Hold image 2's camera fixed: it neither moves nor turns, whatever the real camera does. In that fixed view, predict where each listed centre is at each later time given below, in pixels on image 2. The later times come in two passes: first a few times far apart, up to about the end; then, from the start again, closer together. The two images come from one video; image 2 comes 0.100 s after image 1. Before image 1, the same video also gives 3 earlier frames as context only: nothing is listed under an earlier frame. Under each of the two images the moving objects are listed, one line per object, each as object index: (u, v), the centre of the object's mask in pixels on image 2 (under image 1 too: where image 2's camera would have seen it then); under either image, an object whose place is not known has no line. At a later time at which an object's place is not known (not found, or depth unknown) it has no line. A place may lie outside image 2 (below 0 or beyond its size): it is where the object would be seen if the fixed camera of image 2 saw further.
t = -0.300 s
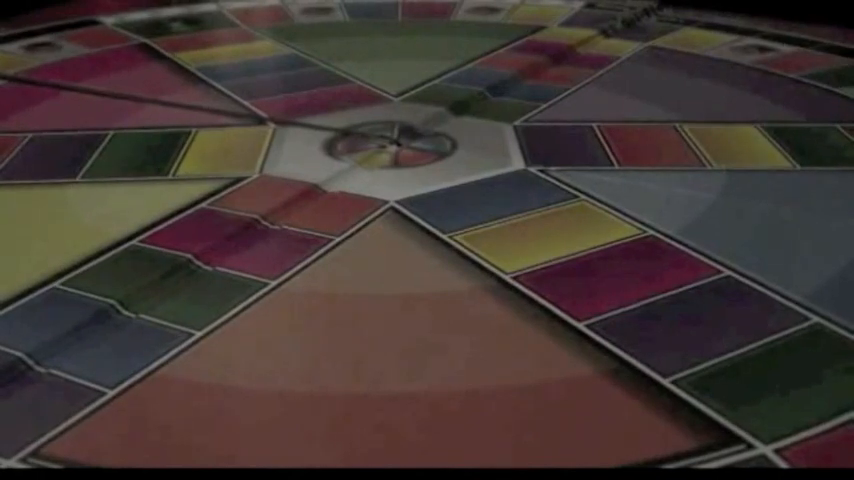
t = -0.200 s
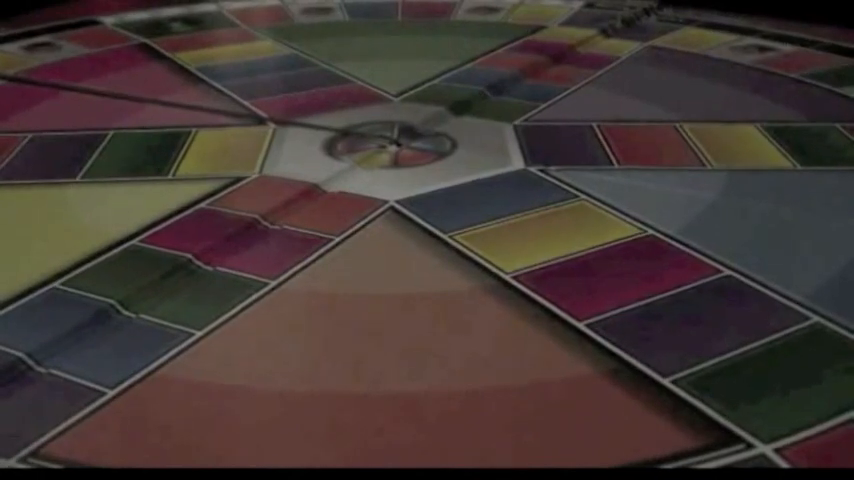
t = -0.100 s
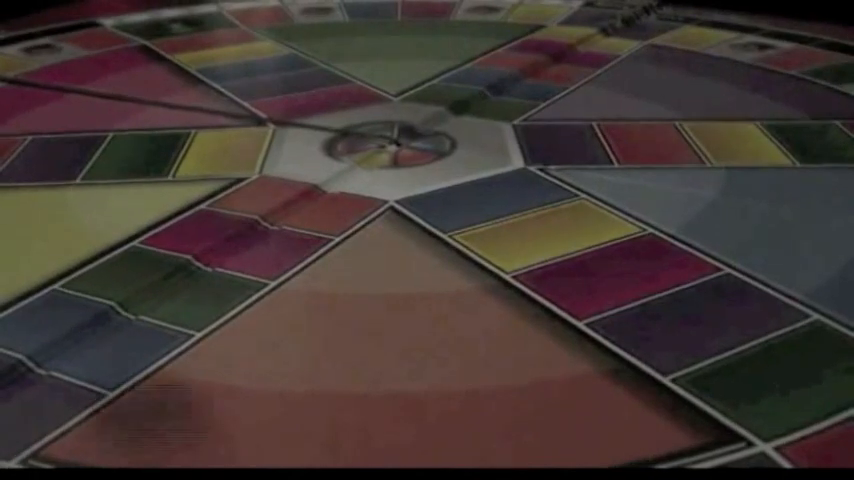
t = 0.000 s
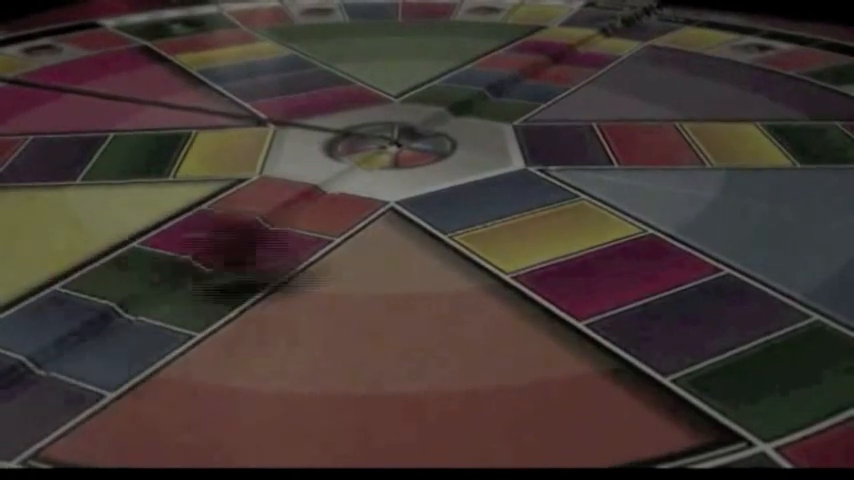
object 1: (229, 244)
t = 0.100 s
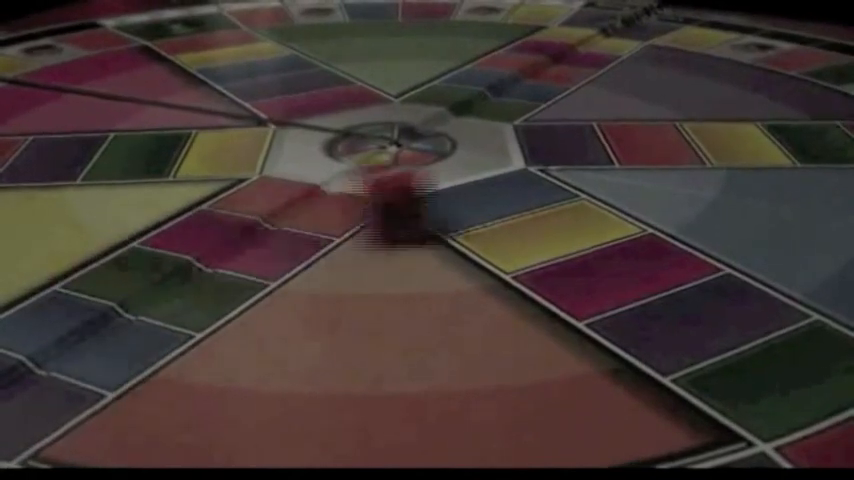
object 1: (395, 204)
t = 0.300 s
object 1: (471, 180)
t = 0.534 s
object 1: (472, 180)
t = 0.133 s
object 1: (426, 194)
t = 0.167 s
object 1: (450, 187)
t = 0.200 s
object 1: (464, 184)
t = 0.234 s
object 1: (470, 181)
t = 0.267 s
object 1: (471, 180)
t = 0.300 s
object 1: (471, 180)
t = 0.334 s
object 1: (471, 180)
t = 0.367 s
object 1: (471, 180)
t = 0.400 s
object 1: (471, 180)
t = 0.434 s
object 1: (471, 180)
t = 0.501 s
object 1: (471, 180)
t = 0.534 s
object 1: (472, 180)
